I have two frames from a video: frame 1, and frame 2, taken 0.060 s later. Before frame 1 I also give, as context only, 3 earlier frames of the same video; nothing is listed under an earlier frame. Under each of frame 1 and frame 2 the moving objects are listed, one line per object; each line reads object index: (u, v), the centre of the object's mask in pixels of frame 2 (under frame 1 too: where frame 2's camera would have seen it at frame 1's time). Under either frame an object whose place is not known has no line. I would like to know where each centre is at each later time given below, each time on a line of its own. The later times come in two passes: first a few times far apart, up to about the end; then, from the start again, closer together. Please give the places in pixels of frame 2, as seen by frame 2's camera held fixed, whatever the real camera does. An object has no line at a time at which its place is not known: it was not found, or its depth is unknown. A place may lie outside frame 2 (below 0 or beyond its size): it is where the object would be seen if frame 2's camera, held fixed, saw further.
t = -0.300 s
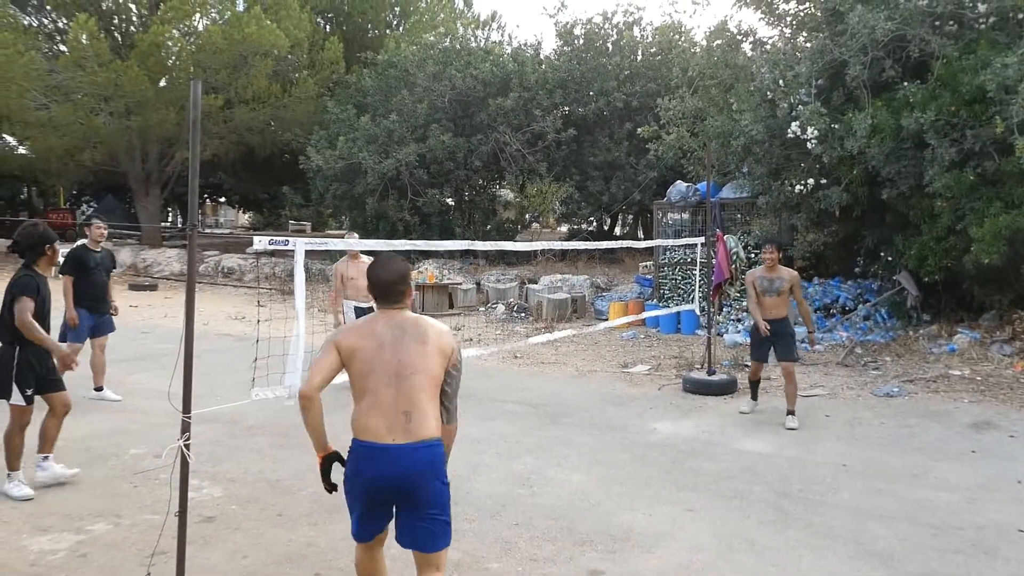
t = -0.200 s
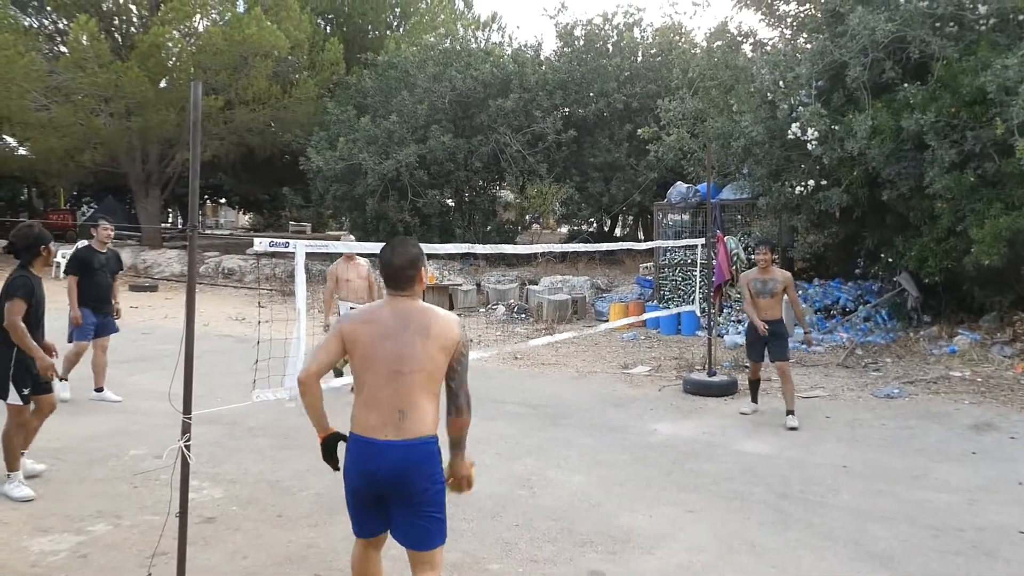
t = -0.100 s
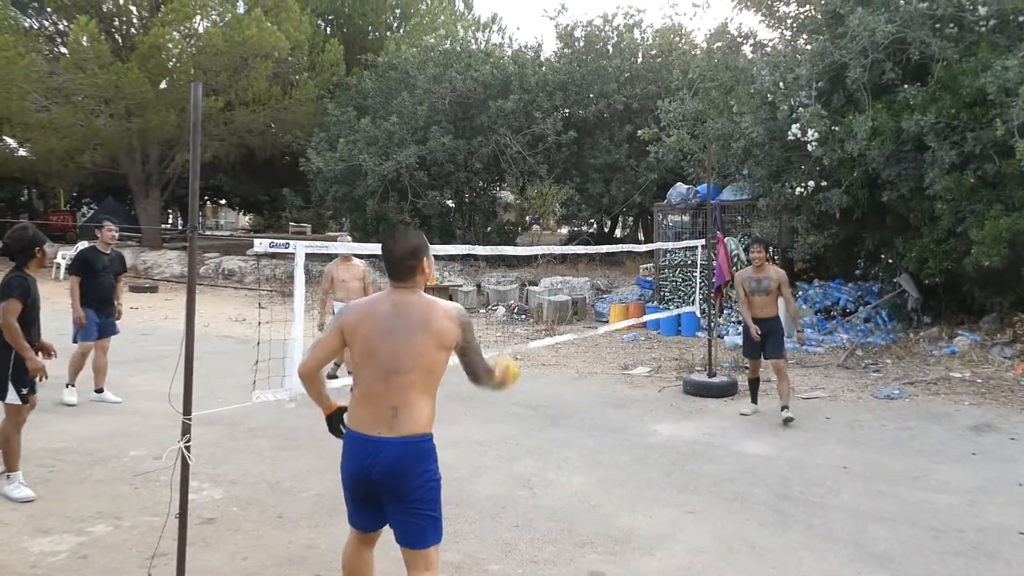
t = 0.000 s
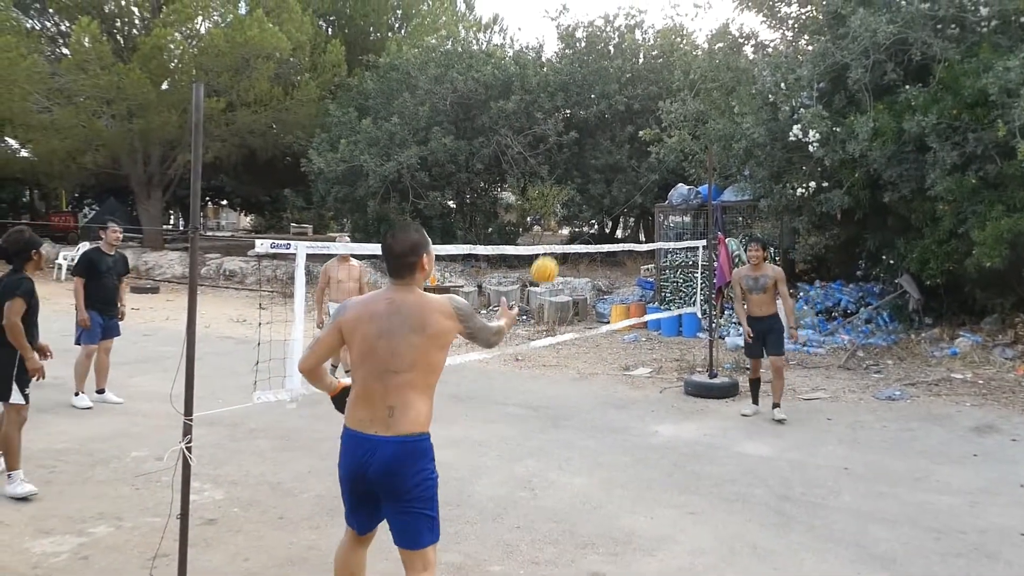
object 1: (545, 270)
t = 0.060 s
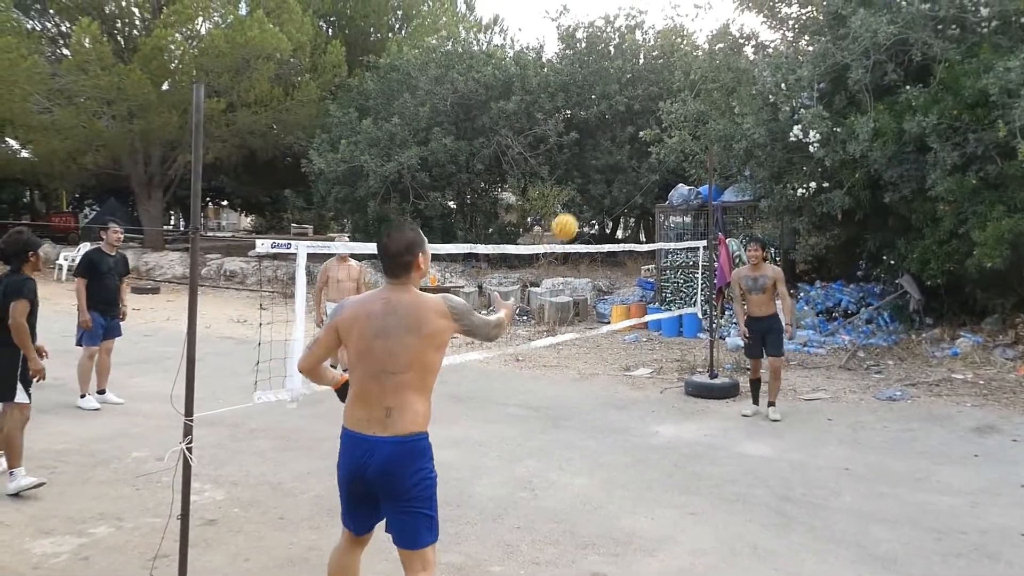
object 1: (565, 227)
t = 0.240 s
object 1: (613, 155)
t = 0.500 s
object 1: (660, 157)
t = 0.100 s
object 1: (577, 204)
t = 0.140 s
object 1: (588, 185)
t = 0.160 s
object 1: (593, 177)
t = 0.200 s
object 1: (603, 164)
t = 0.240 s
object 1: (613, 155)
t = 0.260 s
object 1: (617, 151)
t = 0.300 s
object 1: (625, 146)
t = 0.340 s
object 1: (633, 143)
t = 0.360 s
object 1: (637, 143)
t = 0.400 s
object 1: (644, 144)
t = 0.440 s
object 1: (651, 148)
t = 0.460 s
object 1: (655, 151)
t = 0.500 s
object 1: (660, 157)
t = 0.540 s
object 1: (666, 166)
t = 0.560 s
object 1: (669, 170)
